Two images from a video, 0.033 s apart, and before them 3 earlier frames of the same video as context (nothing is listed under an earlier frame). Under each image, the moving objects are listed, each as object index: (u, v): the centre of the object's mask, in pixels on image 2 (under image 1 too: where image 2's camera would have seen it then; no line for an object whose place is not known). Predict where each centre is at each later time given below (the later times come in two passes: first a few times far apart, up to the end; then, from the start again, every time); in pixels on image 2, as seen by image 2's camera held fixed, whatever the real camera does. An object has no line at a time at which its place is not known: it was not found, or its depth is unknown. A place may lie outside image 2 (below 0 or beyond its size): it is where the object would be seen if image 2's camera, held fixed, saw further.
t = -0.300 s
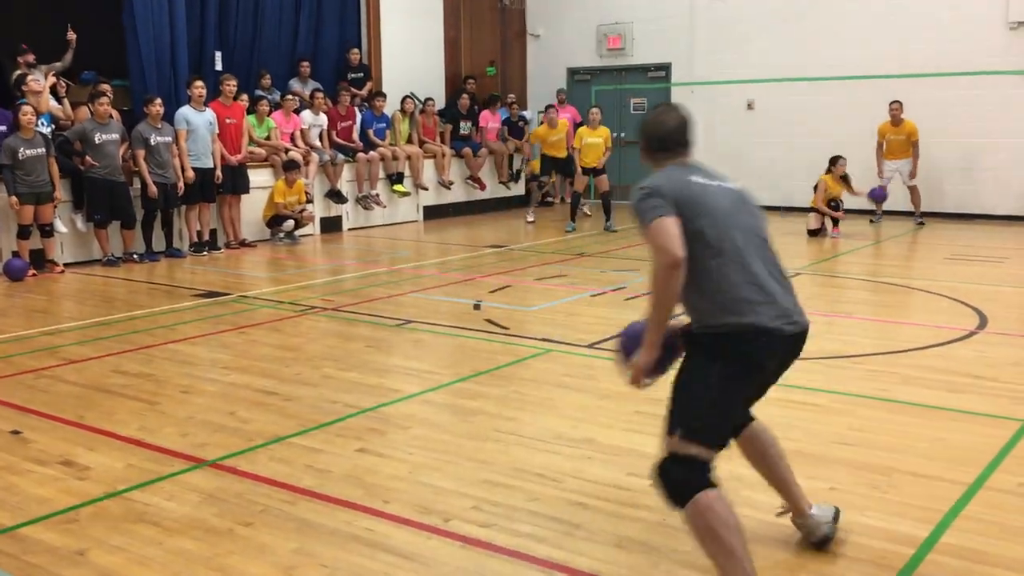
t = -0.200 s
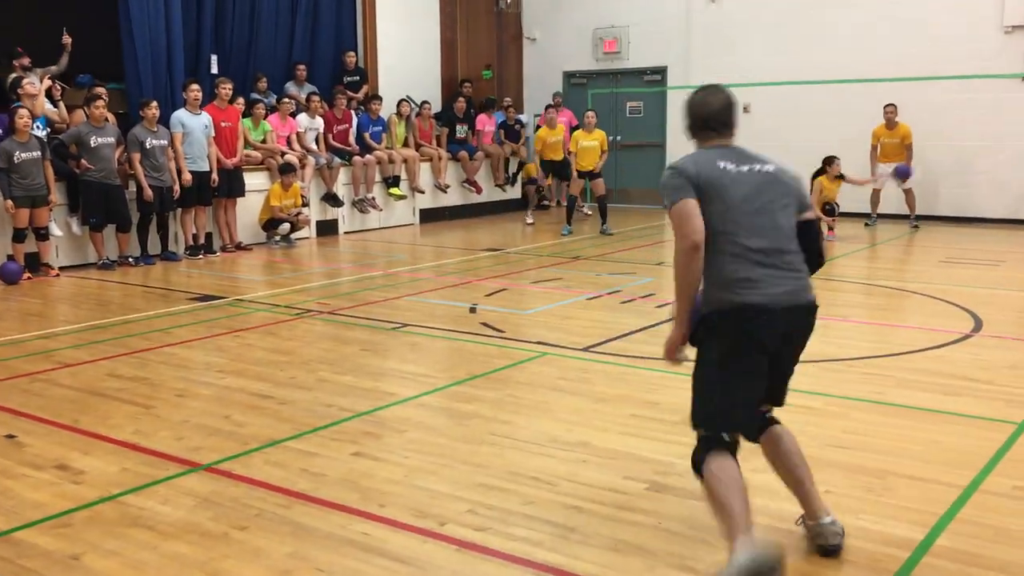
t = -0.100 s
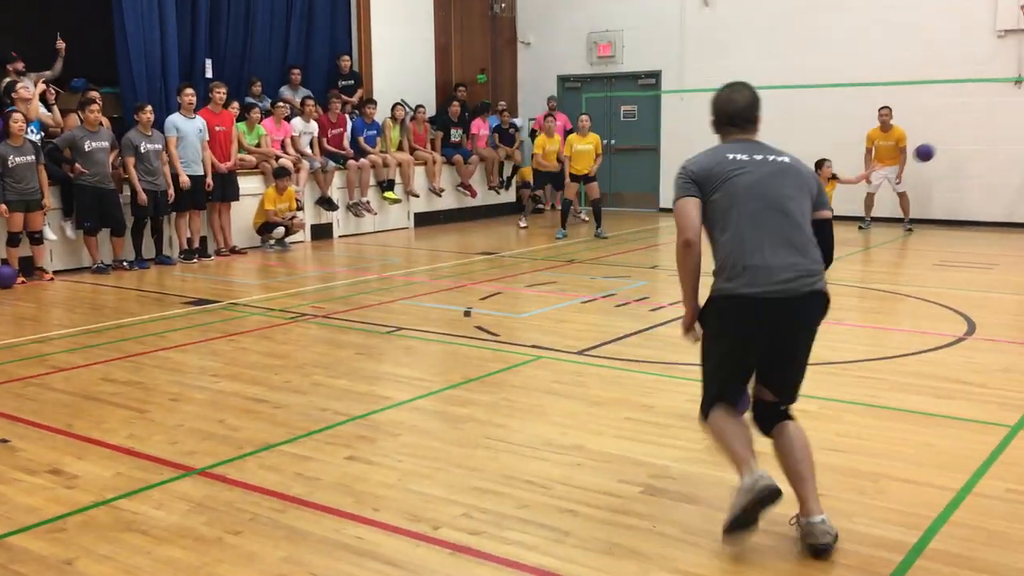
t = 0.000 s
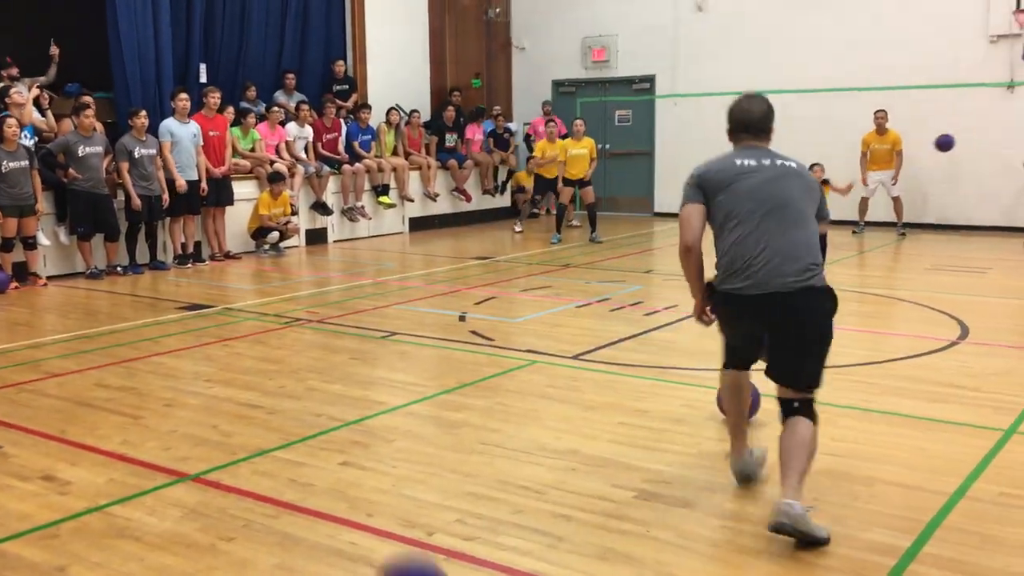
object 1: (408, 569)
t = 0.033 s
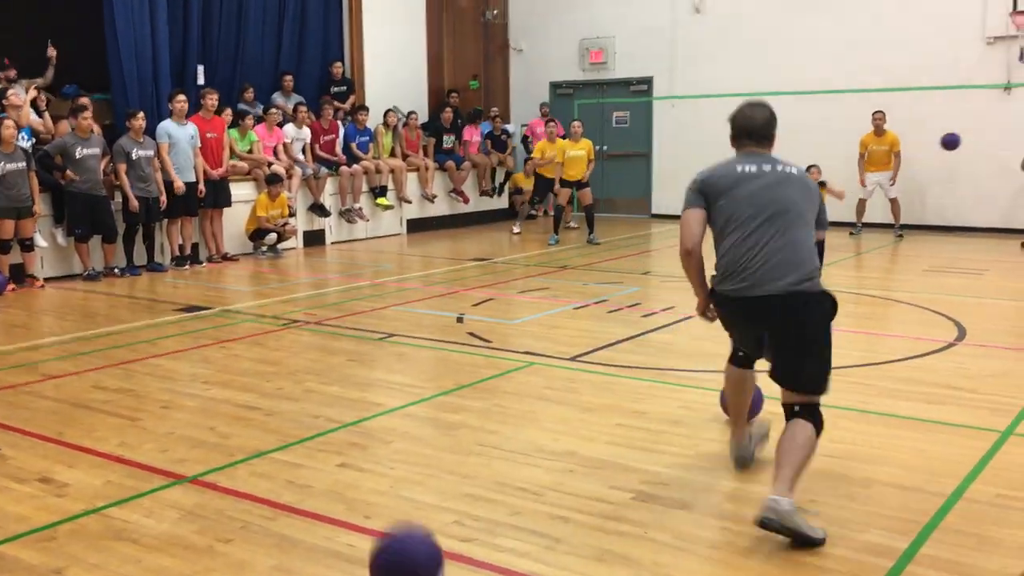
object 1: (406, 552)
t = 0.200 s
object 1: (399, 470)
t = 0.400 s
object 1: (399, 453)
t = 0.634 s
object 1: (399, 399)
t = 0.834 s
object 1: (404, 365)
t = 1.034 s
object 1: (410, 347)
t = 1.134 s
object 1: (413, 339)
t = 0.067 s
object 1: (403, 535)
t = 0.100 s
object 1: (402, 511)
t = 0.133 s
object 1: (400, 493)
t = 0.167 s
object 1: (400, 479)
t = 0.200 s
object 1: (399, 470)
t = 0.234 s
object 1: (399, 463)
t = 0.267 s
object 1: (398, 461)
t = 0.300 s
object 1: (399, 461)
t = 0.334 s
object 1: (399, 464)
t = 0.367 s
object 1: (399, 469)
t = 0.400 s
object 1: (399, 453)
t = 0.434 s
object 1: (399, 435)
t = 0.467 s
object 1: (398, 421)
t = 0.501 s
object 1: (398, 411)
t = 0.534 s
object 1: (398, 404)
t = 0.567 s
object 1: (399, 400)
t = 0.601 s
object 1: (399, 398)
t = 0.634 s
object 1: (399, 399)
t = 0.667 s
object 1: (400, 401)
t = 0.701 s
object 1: (400, 390)
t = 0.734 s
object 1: (401, 380)
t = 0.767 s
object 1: (402, 373)
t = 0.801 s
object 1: (403, 368)
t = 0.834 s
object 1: (404, 365)
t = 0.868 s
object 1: (405, 365)
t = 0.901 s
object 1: (406, 366)
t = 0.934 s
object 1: (407, 360)
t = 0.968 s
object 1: (408, 354)
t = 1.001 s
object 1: (409, 350)
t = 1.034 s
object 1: (410, 347)
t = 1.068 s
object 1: (411, 347)
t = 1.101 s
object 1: (412, 343)
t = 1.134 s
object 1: (413, 339)
